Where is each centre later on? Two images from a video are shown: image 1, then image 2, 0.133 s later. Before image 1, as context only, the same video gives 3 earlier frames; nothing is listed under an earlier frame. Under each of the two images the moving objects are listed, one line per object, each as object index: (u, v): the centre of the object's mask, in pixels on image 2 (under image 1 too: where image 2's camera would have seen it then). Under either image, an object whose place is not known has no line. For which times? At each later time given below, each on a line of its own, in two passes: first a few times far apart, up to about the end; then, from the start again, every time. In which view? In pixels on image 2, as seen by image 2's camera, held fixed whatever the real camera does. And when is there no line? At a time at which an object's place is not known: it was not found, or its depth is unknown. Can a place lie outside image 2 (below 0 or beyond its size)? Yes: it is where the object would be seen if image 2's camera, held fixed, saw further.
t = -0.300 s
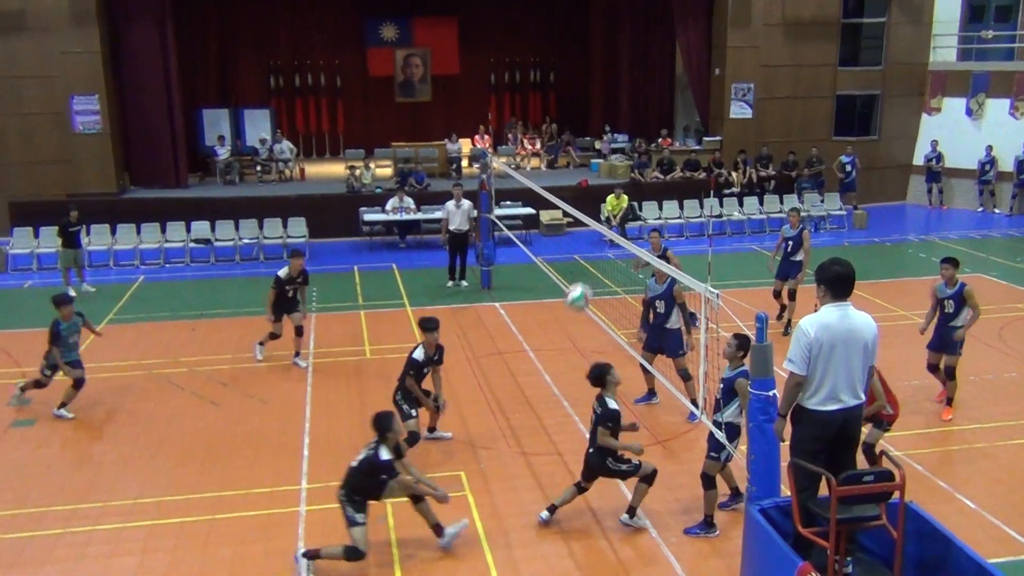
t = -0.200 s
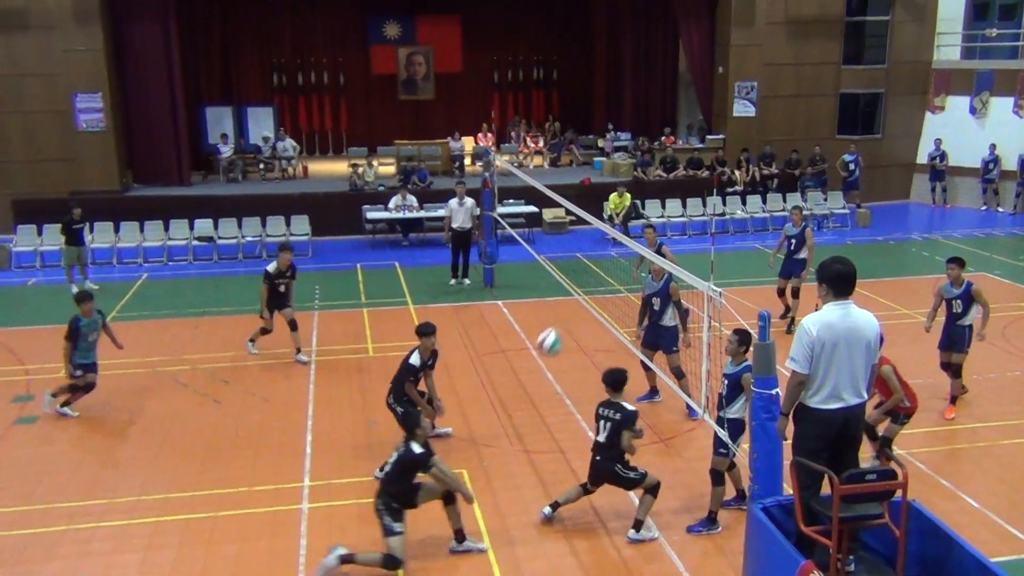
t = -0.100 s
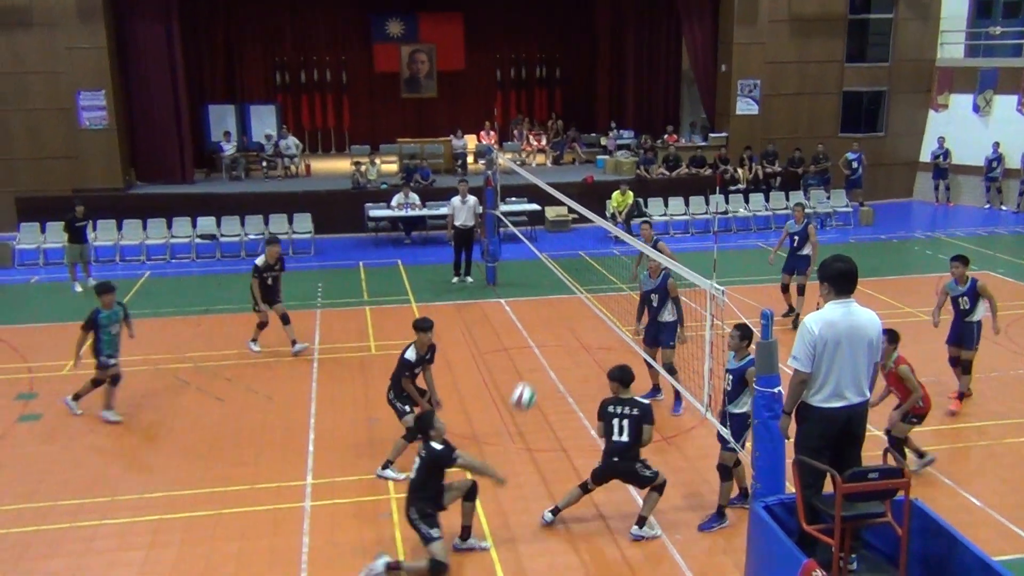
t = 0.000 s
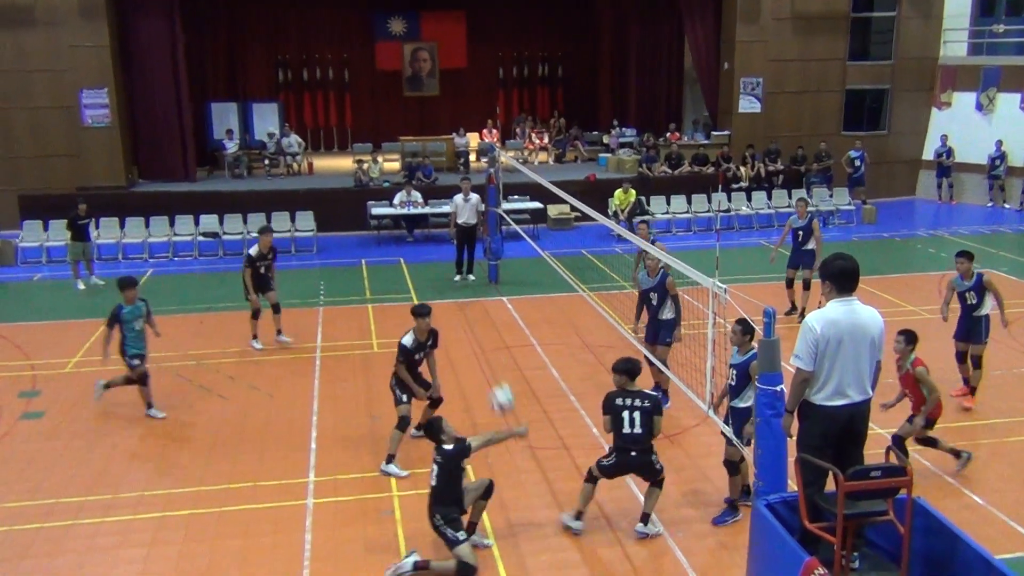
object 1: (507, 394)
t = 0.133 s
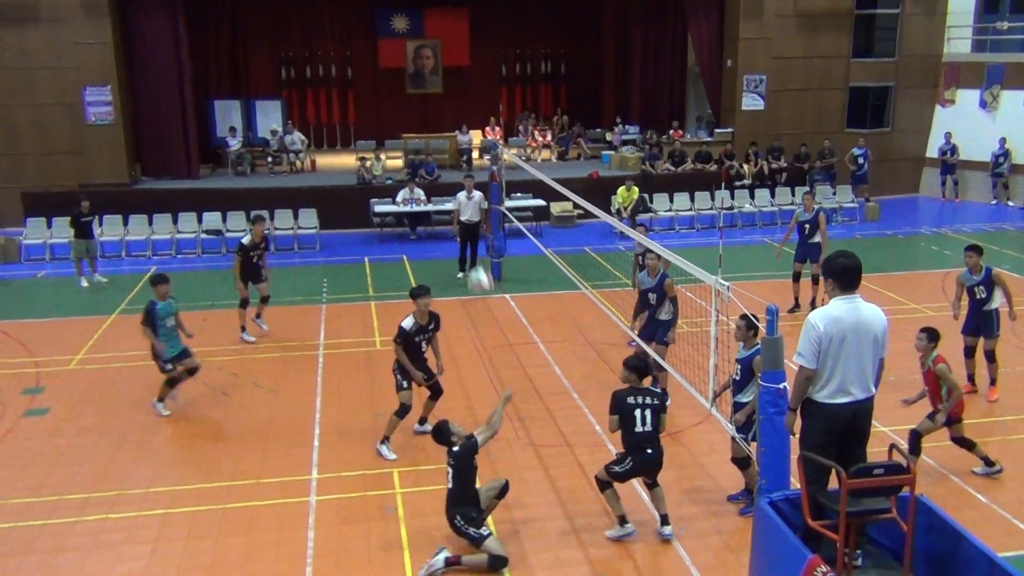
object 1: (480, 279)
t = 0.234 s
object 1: (462, 209)
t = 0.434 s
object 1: (426, 101)
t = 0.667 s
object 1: (386, 35)
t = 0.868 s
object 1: (355, 32)
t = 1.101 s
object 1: (325, 87)
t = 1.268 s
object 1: (309, 158)
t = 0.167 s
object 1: (474, 256)
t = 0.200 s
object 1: (468, 234)
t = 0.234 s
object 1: (462, 209)
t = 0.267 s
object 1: (456, 187)
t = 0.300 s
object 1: (450, 167)
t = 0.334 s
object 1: (444, 150)
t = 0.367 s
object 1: (438, 129)
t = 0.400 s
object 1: (432, 115)
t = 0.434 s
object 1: (426, 101)
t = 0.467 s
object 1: (421, 87)
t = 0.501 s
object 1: (415, 75)
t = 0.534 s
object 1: (409, 64)
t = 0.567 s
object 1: (404, 54)
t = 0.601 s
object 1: (398, 46)
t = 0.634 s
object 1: (392, 40)
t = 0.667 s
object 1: (386, 35)
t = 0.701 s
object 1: (381, 31)
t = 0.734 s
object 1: (376, 29)
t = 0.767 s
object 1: (370, 28)
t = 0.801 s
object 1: (365, 28)
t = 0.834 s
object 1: (360, 29)
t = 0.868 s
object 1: (355, 32)
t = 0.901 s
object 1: (351, 36)
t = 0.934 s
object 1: (346, 42)
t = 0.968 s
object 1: (342, 49)
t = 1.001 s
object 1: (337, 57)
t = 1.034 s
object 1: (333, 66)
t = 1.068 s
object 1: (329, 75)
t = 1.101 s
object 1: (325, 87)
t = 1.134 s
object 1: (321, 98)
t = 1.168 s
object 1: (318, 112)
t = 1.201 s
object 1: (314, 126)
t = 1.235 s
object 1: (313, 138)
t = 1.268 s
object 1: (309, 158)
